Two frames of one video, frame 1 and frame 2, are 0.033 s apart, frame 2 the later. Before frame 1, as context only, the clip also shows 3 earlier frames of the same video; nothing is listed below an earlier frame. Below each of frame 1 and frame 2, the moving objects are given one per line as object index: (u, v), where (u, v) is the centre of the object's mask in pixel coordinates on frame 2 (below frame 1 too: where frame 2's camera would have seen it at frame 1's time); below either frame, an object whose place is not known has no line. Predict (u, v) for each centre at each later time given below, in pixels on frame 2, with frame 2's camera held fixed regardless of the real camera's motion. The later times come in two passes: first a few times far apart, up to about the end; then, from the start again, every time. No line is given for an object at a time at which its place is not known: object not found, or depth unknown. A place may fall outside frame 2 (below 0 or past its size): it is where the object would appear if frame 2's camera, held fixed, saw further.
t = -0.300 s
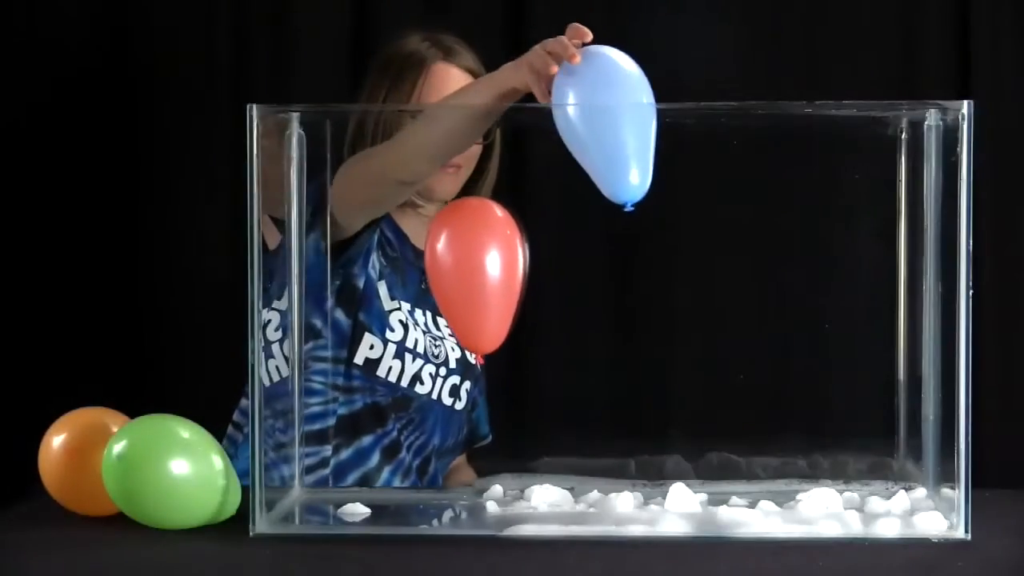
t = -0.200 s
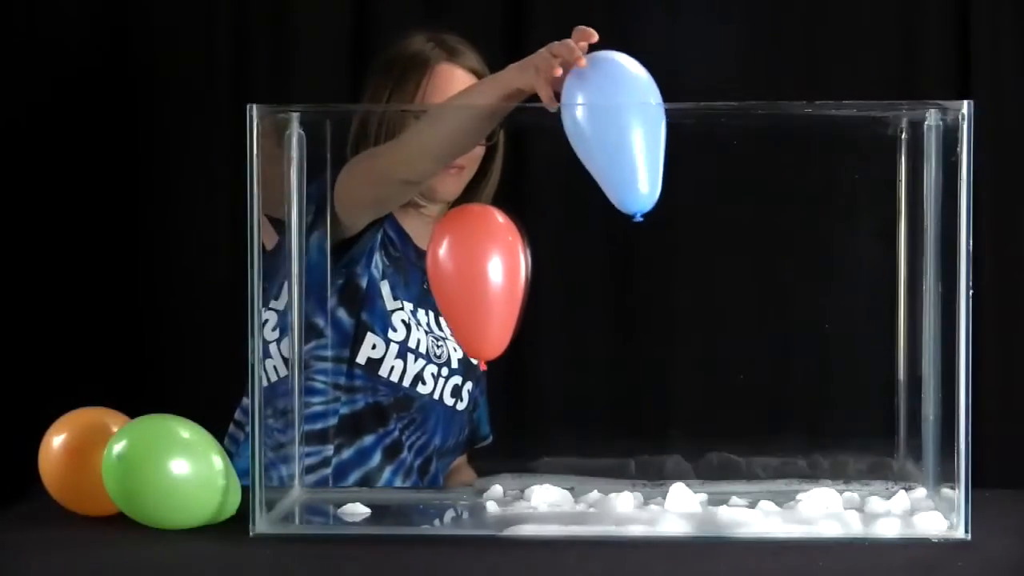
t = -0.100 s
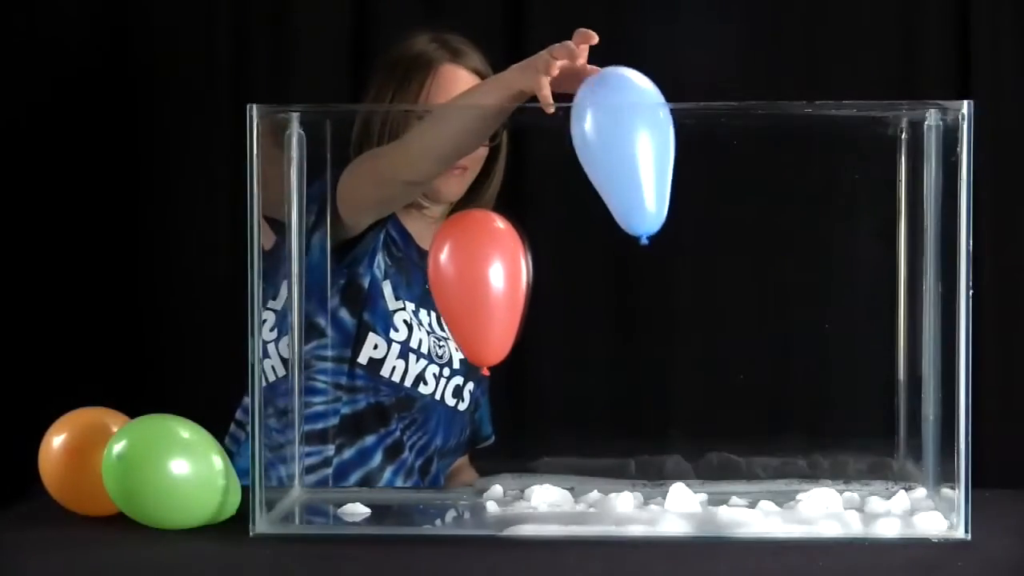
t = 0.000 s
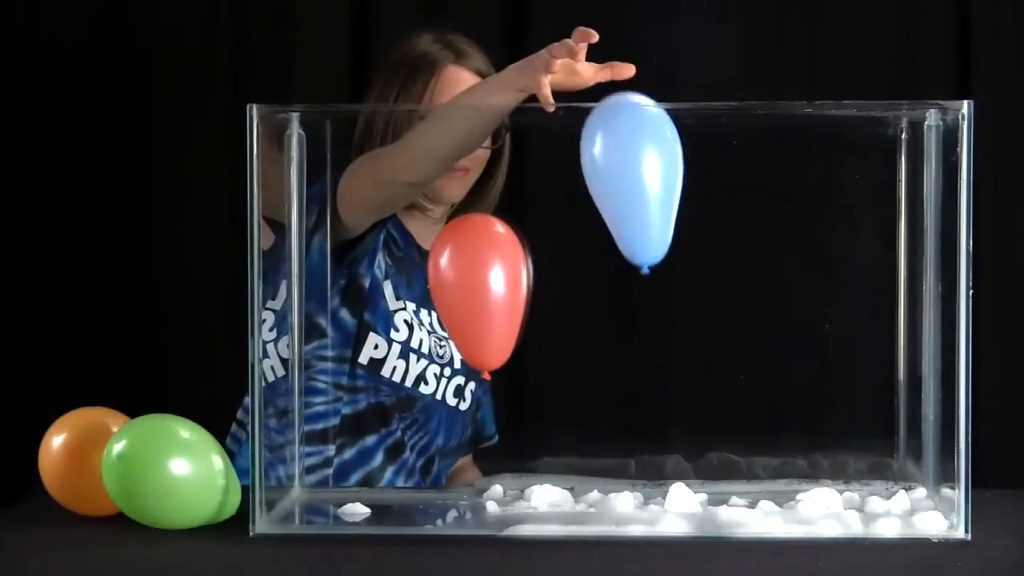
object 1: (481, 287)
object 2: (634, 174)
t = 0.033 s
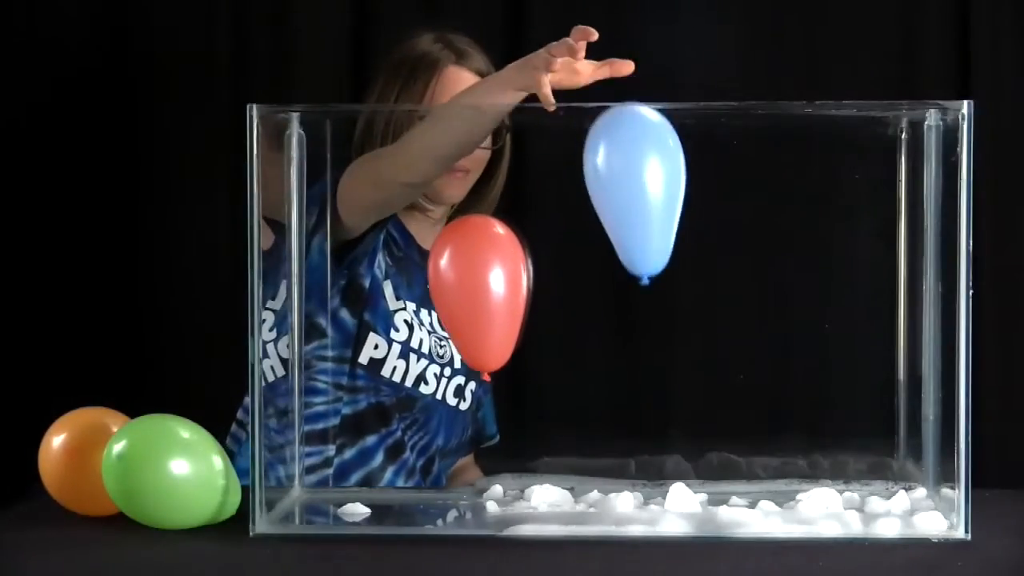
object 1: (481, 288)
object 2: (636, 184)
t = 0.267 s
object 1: (479, 292)
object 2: (648, 257)
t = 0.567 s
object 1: (475, 287)
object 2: (655, 307)
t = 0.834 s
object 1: (474, 274)
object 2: (660, 306)
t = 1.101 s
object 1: (478, 259)
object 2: (665, 273)
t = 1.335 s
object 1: (486, 249)
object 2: (672, 214)
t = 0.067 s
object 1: (481, 289)
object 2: (639, 195)
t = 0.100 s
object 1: (480, 290)
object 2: (641, 206)
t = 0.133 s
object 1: (480, 291)
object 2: (642, 216)
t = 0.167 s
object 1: (480, 291)
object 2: (644, 227)
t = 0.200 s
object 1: (480, 292)
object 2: (646, 237)
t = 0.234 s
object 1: (479, 292)
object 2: (647, 247)
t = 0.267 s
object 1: (479, 292)
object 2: (648, 257)
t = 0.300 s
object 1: (479, 292)
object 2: (649, 266)
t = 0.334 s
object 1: (478, 292)
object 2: (650, 274)
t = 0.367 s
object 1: (478, 291)
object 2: (651, 282)
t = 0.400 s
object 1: (477, 291)
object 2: (651, 288)
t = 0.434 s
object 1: (477, 290)
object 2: (652, 292)
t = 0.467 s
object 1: (476, 290)
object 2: (653, 296)
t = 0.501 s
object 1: (475, 289)
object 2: (653, 300)
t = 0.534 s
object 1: (475, 288)
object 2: (654, 305)
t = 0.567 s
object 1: (475, 287)
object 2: (655, 307)
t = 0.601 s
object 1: (474, 286)
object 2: (655, 309)
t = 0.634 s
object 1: (474, 284)
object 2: (656, 311)
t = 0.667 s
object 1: (474, 283)
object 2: (657, 312)
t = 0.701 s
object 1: (474, 281)
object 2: (657, 312)
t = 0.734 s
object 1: (474, 279)
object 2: (658, 312)
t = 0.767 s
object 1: (474, 278)
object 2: (658, 311)
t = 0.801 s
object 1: (474, 275)
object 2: (659, 308)
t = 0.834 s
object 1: (474, 274)
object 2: (660, 306)
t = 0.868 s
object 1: (474, 272)
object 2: (660, 304)
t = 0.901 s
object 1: (475, 270)
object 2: (661, 299)
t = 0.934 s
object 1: (475, 268)
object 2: (661, 295)
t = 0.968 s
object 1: (476, 266)
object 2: (662, 290)
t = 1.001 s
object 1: (476, 264)
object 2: (663, 287)
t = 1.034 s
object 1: (477, 263)
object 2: (663, 284)
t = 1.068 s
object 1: (478, 260)
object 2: (665, 277)
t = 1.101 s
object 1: (478, 259)
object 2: (665, 273)
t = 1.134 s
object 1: (479, 257)
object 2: (666, 265)
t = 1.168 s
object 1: (481, 256)
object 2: (667, 260)
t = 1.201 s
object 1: (481, 254)
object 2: (668, 252)
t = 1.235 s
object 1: (483, 253)
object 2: (669, 244)
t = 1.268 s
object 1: (484, 251)
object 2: (670, 235)
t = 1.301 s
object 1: (485, 249)
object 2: (671, 223)
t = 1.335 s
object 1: (486, 249)
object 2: (672, 214)
